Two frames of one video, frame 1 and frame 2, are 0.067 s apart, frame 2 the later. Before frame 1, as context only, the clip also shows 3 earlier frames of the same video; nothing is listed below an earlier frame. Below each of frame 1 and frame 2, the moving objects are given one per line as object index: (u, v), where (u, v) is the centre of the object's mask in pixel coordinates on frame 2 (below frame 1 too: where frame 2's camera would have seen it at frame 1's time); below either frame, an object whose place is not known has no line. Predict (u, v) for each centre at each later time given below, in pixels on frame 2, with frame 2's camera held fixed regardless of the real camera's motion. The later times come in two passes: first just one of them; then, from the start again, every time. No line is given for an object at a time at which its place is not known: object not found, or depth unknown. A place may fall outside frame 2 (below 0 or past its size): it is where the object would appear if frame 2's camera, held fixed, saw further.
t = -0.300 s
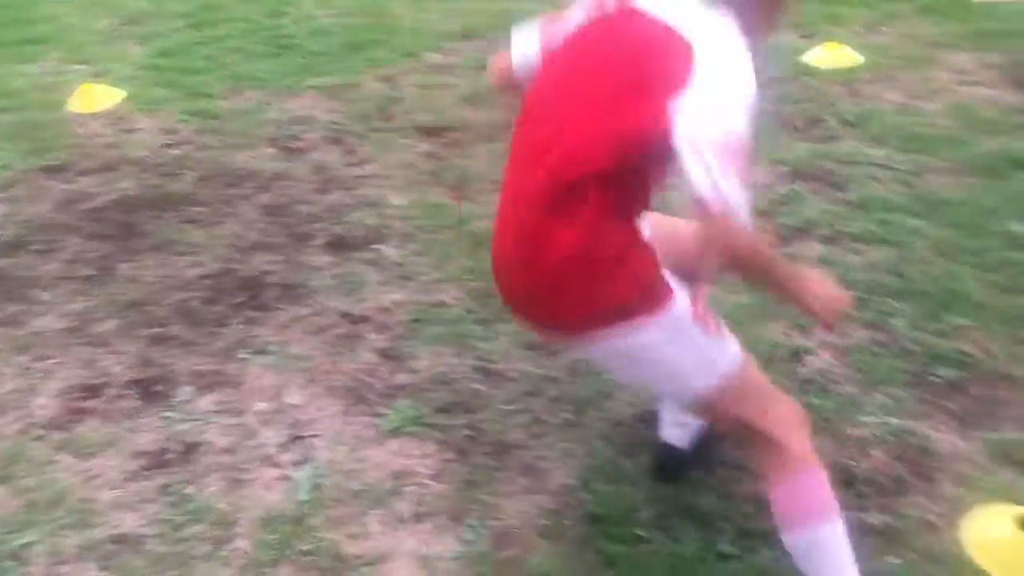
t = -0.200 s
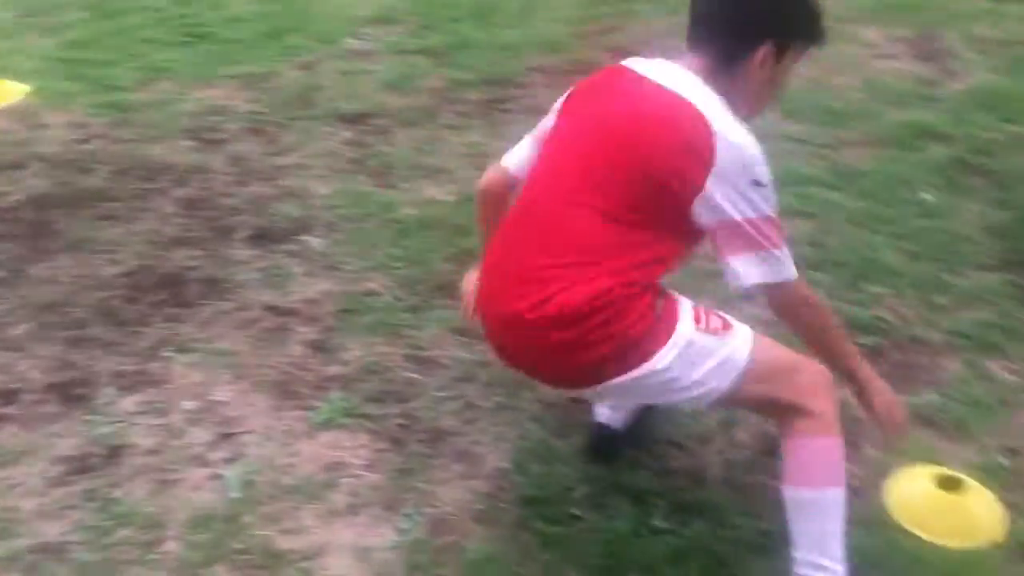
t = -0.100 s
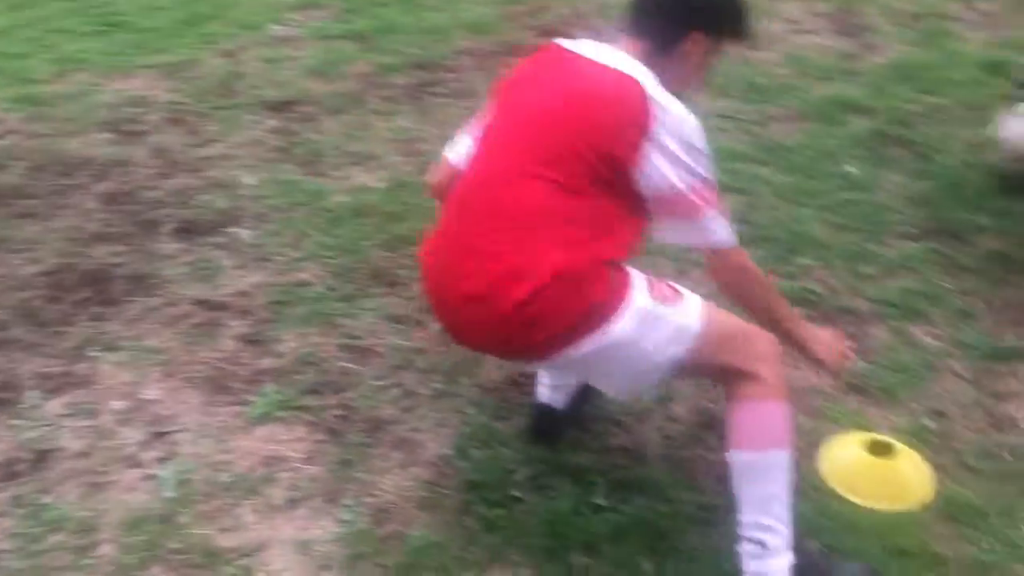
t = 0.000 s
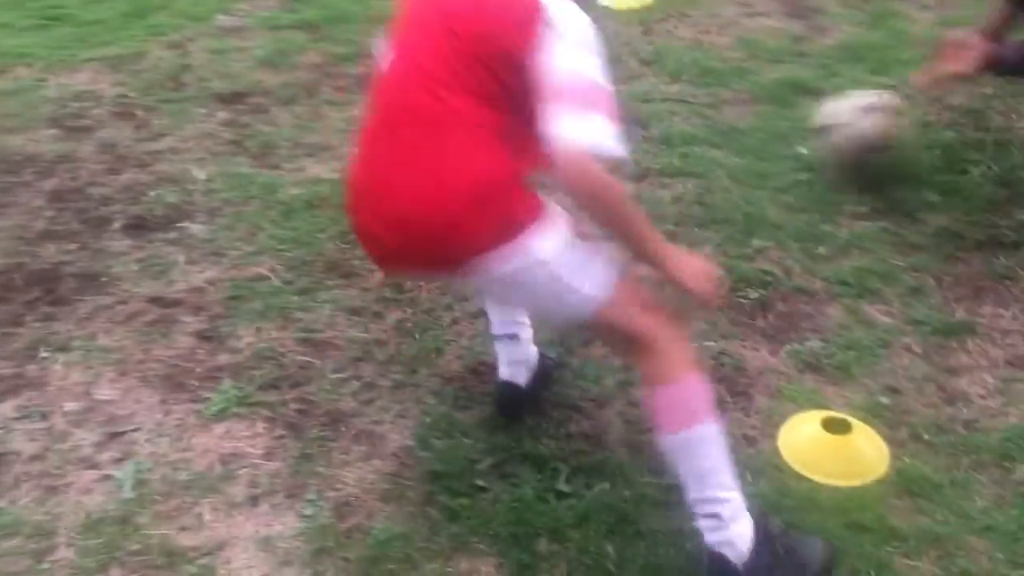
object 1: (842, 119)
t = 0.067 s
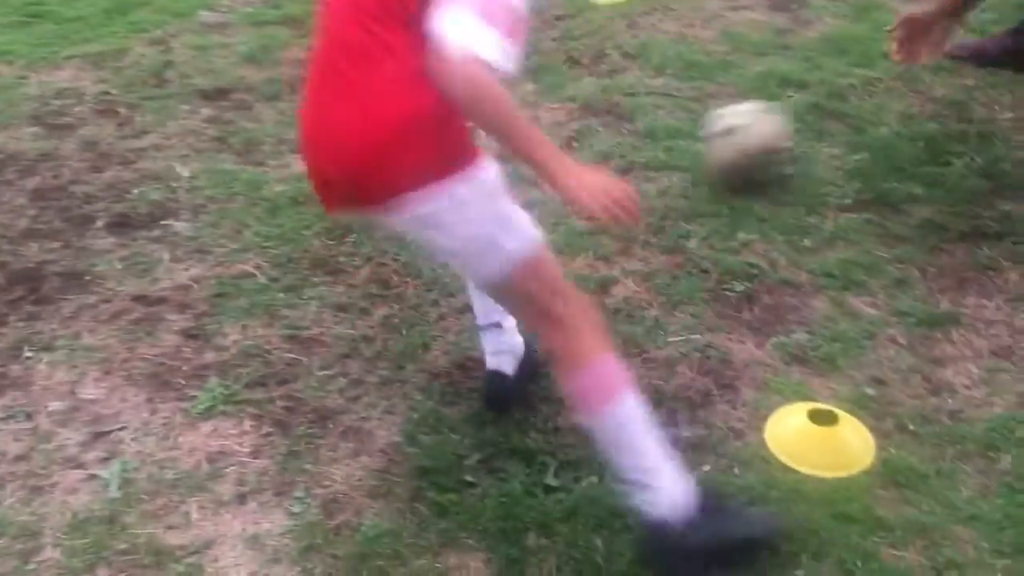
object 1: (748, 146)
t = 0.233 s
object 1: (579, 142)
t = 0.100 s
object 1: (705, 150)
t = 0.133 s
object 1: (675, 142)
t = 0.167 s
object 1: (644, 136)
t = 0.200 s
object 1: (610, 136)
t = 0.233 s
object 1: (579, 142)
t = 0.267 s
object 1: (548, 150)
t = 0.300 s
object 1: (516, 170)
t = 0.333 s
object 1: (484, 183)
